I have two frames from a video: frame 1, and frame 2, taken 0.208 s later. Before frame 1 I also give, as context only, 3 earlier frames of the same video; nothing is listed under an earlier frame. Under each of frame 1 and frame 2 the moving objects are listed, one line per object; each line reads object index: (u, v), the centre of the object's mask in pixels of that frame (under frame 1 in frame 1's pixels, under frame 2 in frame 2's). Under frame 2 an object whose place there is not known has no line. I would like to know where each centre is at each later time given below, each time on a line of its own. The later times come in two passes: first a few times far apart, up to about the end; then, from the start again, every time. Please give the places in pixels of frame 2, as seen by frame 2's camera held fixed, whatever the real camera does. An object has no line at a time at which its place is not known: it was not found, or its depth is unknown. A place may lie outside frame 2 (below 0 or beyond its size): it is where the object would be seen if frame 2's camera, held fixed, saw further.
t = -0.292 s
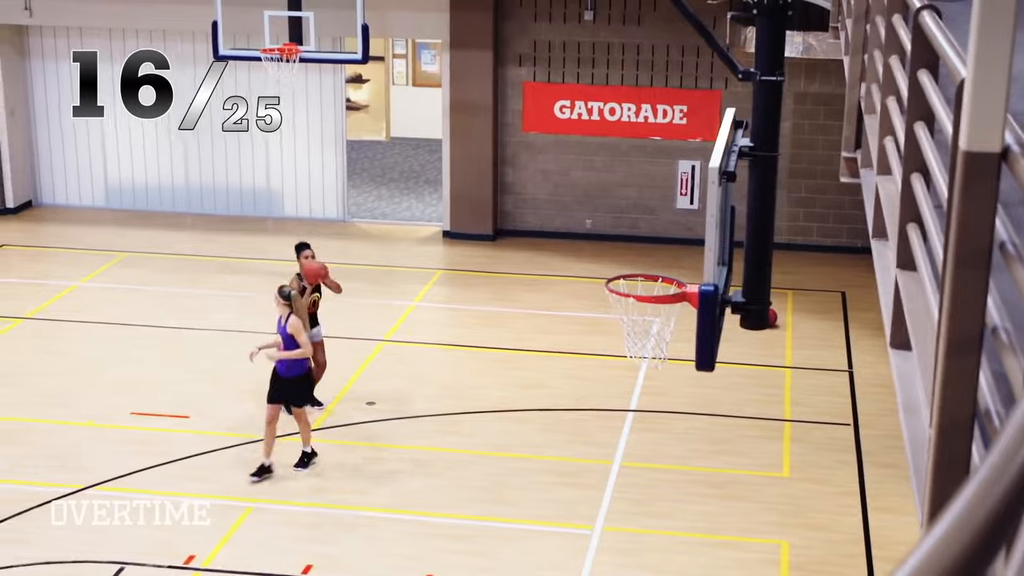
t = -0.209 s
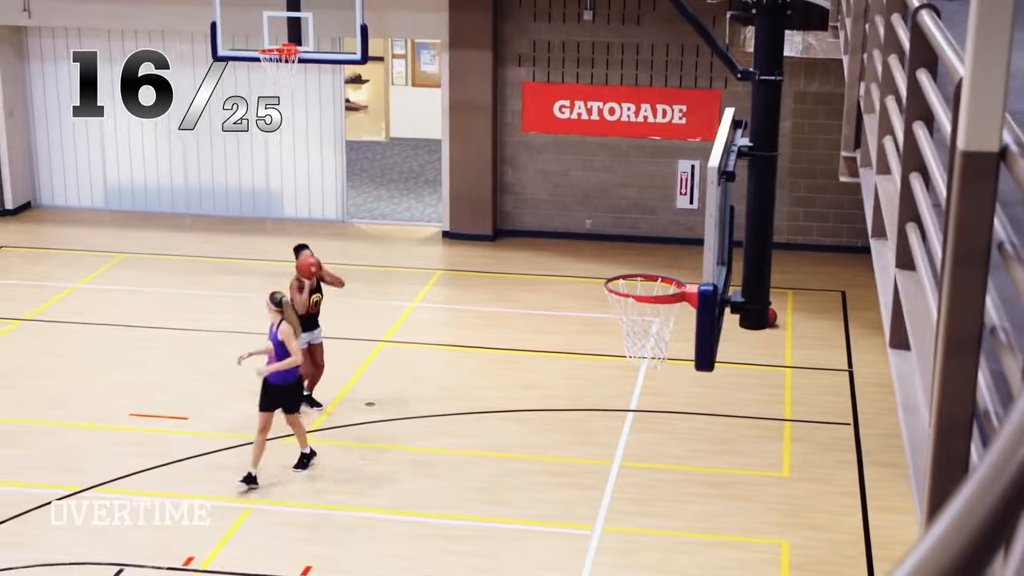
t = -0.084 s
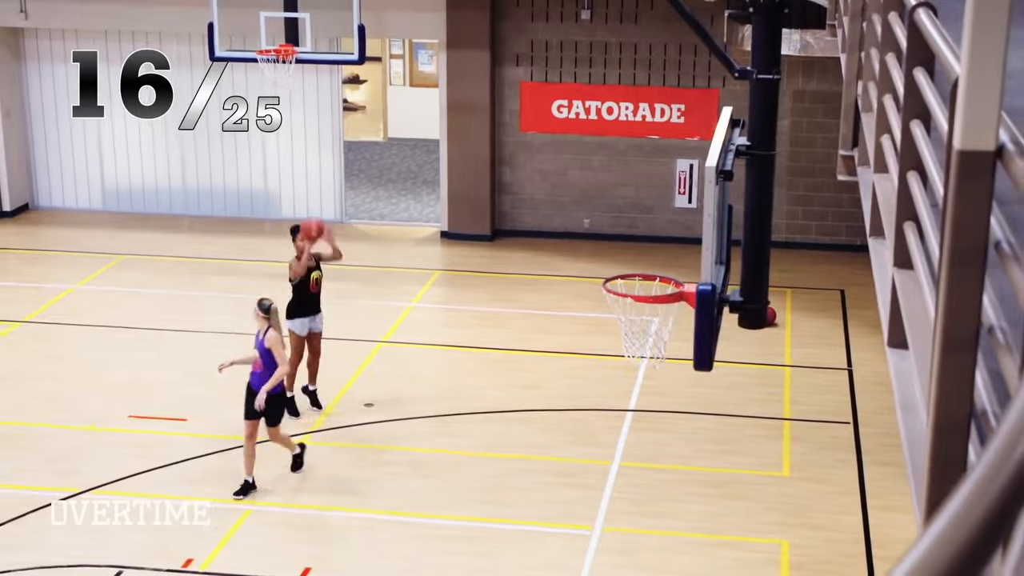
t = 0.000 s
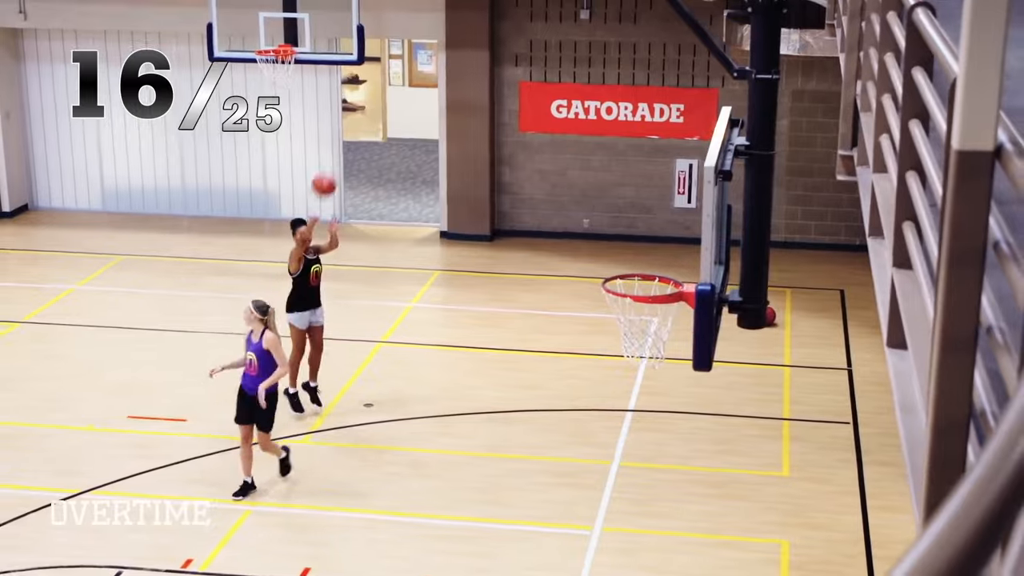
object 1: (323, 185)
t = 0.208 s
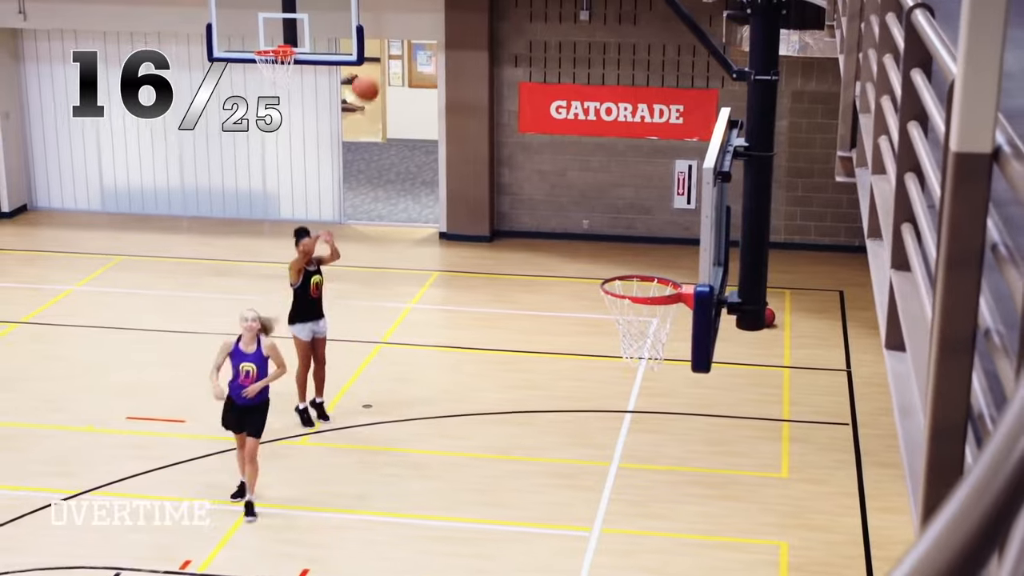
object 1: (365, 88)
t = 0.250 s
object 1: (374, 73)
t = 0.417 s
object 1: (417, 26)
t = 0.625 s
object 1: (477, 12)
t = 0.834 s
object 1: (550, 58)
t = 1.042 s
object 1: (634, 184)
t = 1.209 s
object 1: (675, 231)
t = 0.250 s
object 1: (374, 73)
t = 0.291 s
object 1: (384, 61)
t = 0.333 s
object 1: (395, 47)
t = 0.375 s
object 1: (406, 36)
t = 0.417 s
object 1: (417, 26)
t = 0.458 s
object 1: (428, 19)
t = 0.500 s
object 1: (440, 14)
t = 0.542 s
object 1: (452, 11)
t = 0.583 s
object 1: (464, 10)
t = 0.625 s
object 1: (477, 12)
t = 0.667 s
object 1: (491, 16)
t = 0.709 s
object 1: (506, 22)
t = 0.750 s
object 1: (519, 32)
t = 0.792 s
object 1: (534, 44)
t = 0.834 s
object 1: (550, 58)
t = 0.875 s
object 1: (566, 76)
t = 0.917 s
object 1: (582, 98)
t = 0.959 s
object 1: (602, 127)
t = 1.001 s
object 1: (617, 153)
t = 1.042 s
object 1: (634, 184)
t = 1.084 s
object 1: (652, 219)
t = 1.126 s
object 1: (671, 258)
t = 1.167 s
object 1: (675, 249)
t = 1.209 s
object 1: (675, 231)
